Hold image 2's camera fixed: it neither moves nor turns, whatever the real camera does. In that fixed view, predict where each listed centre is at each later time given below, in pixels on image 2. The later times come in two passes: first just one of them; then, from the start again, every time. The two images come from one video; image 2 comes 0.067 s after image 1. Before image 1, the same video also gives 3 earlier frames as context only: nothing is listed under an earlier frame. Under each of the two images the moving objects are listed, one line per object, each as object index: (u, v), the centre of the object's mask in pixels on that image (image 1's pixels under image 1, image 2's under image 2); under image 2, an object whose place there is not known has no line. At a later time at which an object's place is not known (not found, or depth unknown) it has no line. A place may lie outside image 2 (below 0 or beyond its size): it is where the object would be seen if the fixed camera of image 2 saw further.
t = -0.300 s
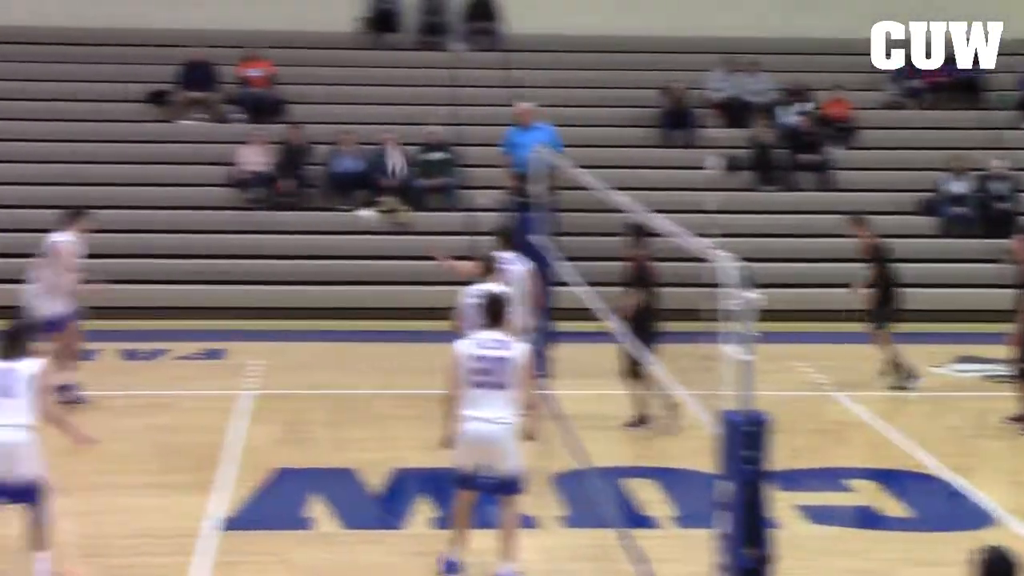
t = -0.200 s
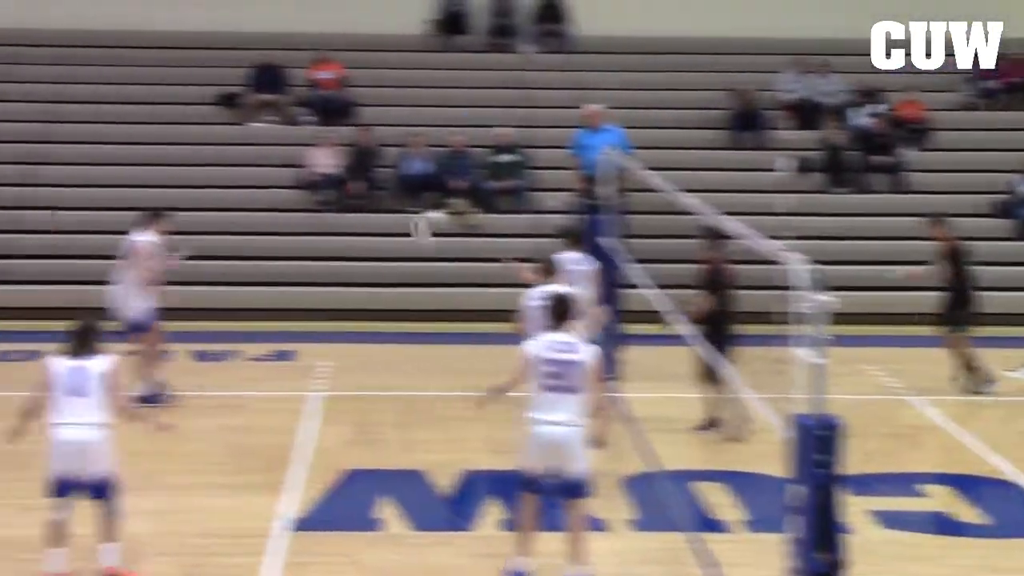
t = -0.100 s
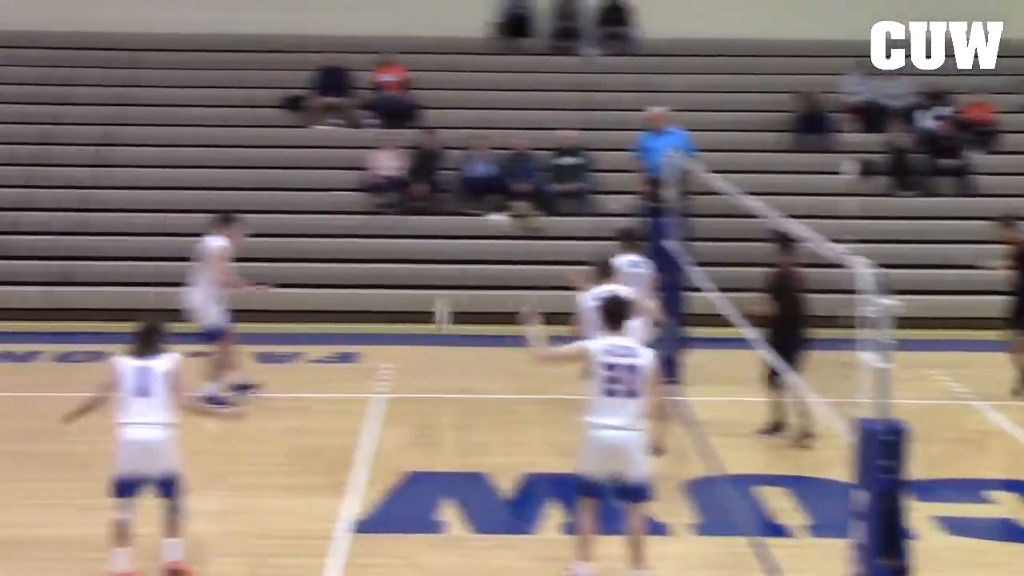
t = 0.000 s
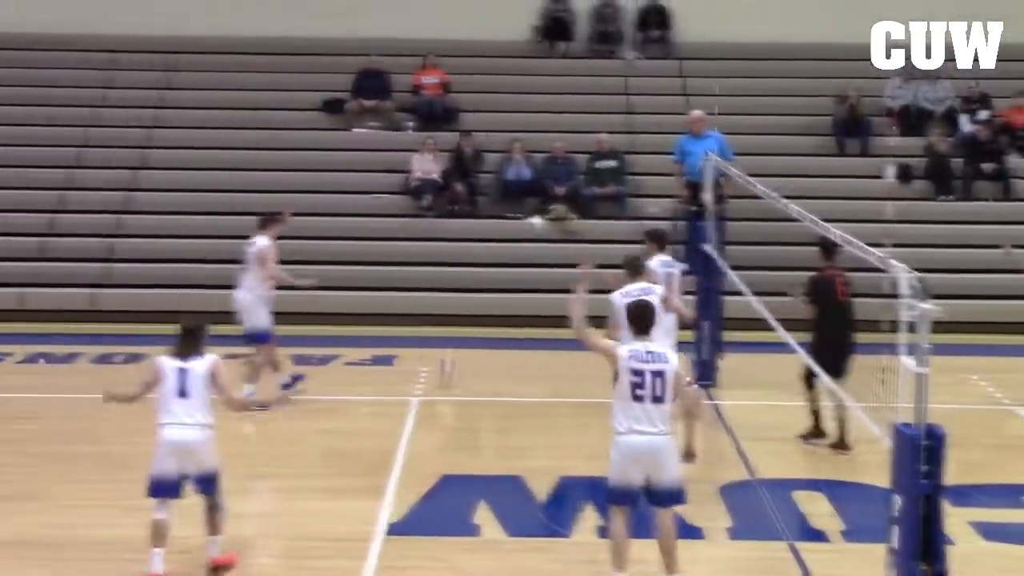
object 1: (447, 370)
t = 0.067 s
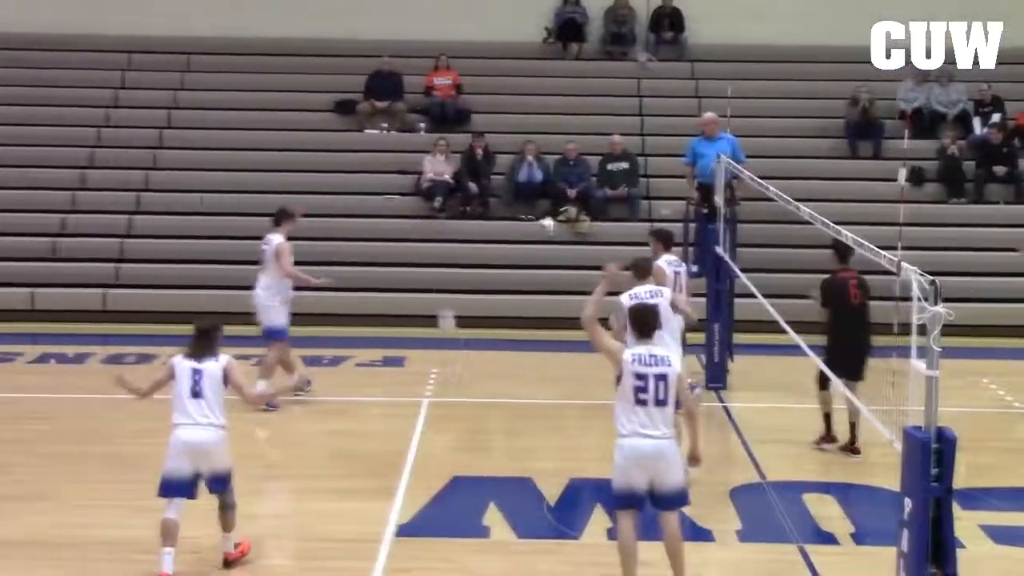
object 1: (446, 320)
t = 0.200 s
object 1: (430, 253)
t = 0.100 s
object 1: (442, 305)
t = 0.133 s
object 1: (438, 284)
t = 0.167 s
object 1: (435, 270)
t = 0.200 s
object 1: (430, 253)
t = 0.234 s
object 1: (426, 238)
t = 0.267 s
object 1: (422, 224)
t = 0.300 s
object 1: (418, 210)
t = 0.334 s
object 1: (413, 199)
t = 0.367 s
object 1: (409, 188)
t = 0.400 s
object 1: (406, 180)
